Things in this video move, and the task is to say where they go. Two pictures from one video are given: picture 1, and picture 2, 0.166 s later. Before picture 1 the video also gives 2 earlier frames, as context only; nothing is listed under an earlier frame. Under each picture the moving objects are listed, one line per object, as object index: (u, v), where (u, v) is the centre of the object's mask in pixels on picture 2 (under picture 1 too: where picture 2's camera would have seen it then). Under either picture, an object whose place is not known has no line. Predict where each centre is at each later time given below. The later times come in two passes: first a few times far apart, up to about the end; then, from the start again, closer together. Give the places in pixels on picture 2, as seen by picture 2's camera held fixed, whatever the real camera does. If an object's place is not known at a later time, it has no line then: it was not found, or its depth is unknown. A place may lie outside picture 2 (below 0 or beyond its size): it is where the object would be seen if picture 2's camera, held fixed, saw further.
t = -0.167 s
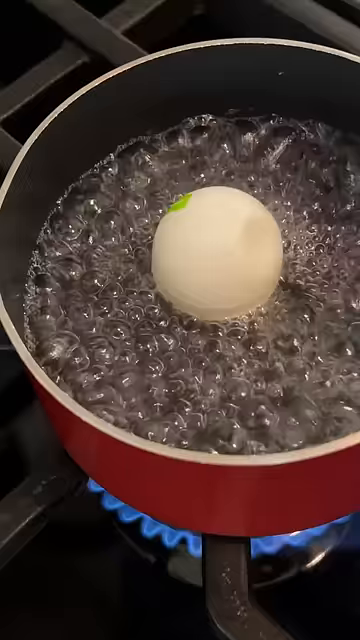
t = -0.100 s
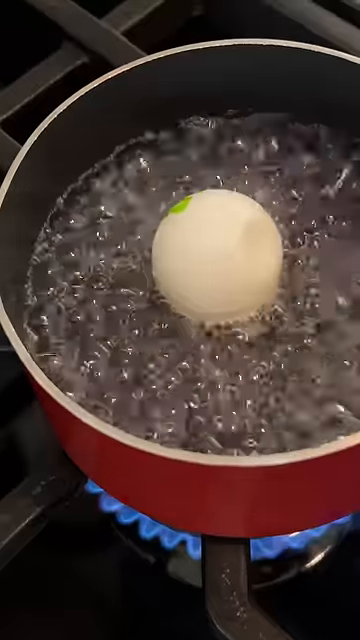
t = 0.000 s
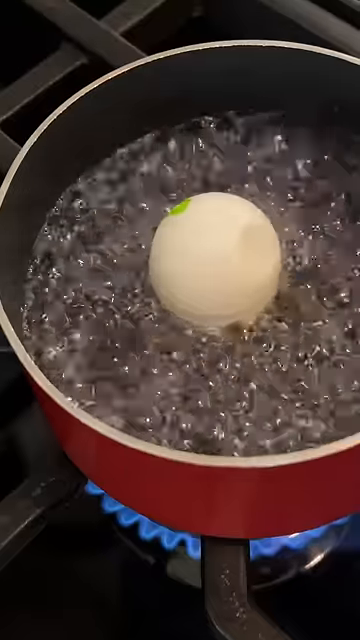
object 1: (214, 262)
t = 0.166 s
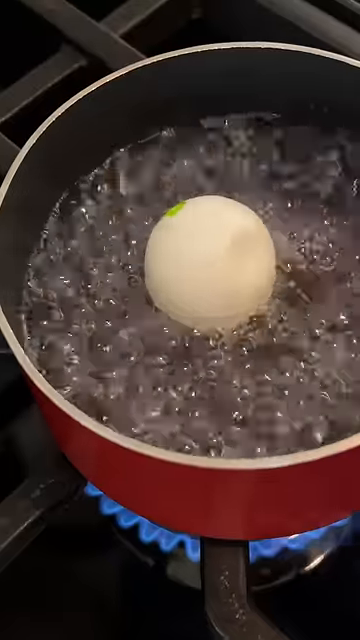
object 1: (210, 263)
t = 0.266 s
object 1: (207, 264)
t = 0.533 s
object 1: (203, 269)
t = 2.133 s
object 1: (208, 282)
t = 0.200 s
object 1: (209, 263)
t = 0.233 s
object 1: (207, 263)
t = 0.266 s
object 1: (207, 264)
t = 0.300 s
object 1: (206, 264)
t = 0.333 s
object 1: (205, 264)
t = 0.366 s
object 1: (203, 265)
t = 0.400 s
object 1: (203, 266)
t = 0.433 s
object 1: (203, 267)
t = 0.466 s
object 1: (203, 267)
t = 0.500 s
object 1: (203, 268)
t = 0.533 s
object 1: (203, 269)
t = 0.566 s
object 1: (203, 270)
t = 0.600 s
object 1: (203, 270)
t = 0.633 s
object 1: (204, 270)
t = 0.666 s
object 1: (205, 271)
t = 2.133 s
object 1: (208, 282)
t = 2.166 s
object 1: (208, 281)
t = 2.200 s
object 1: (209, 279)
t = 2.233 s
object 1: (210, 279)
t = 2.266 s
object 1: (210, 280)
